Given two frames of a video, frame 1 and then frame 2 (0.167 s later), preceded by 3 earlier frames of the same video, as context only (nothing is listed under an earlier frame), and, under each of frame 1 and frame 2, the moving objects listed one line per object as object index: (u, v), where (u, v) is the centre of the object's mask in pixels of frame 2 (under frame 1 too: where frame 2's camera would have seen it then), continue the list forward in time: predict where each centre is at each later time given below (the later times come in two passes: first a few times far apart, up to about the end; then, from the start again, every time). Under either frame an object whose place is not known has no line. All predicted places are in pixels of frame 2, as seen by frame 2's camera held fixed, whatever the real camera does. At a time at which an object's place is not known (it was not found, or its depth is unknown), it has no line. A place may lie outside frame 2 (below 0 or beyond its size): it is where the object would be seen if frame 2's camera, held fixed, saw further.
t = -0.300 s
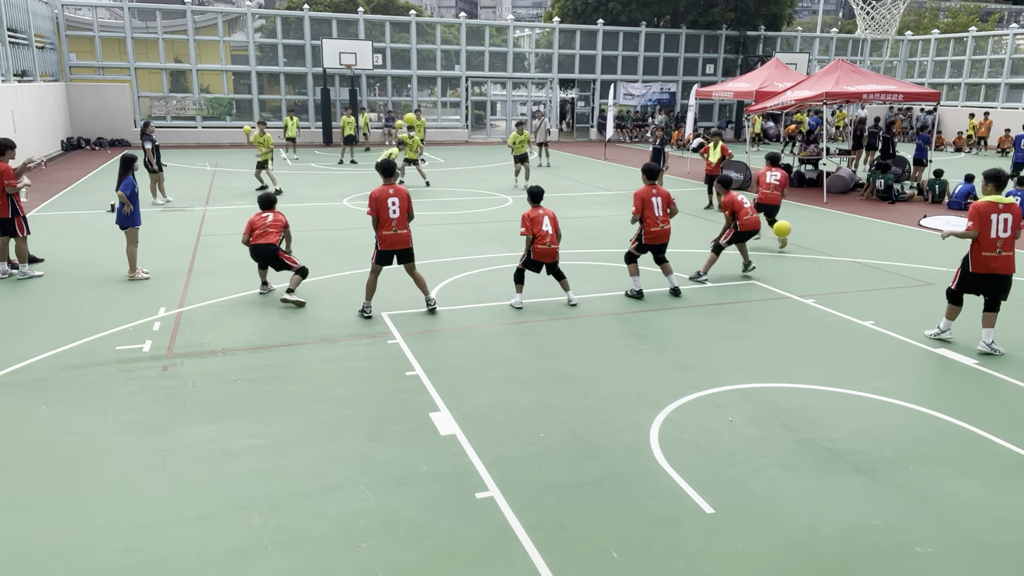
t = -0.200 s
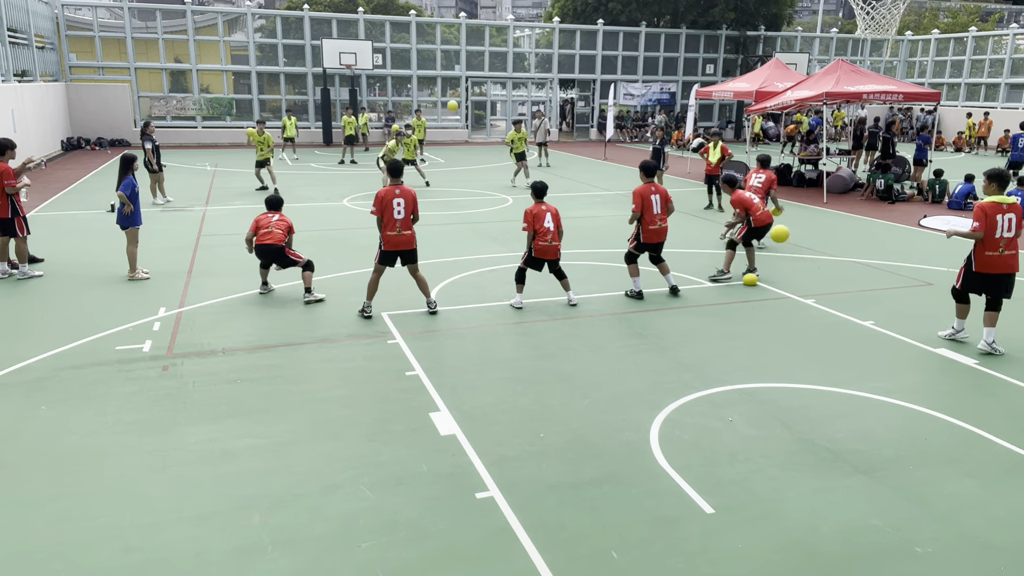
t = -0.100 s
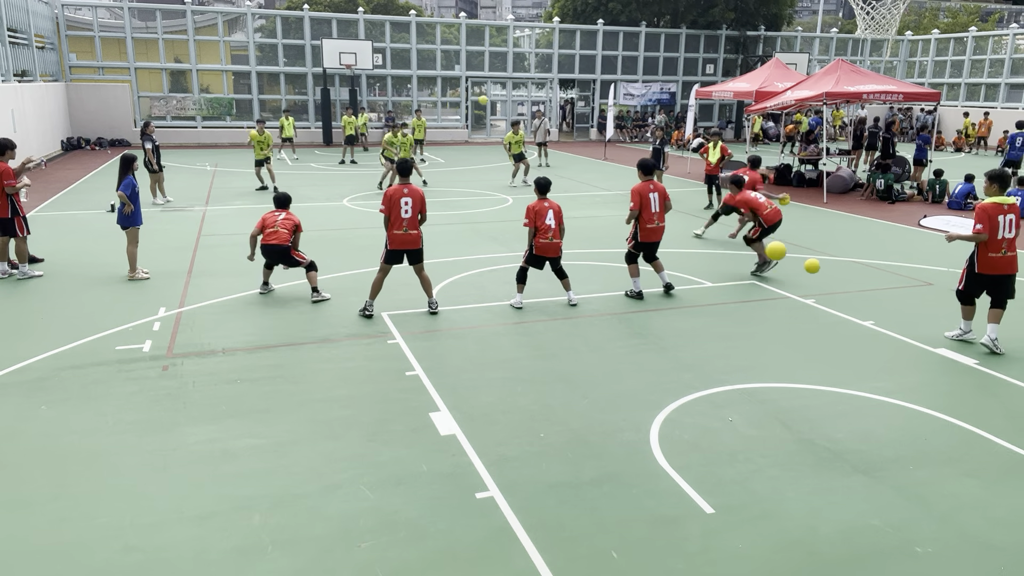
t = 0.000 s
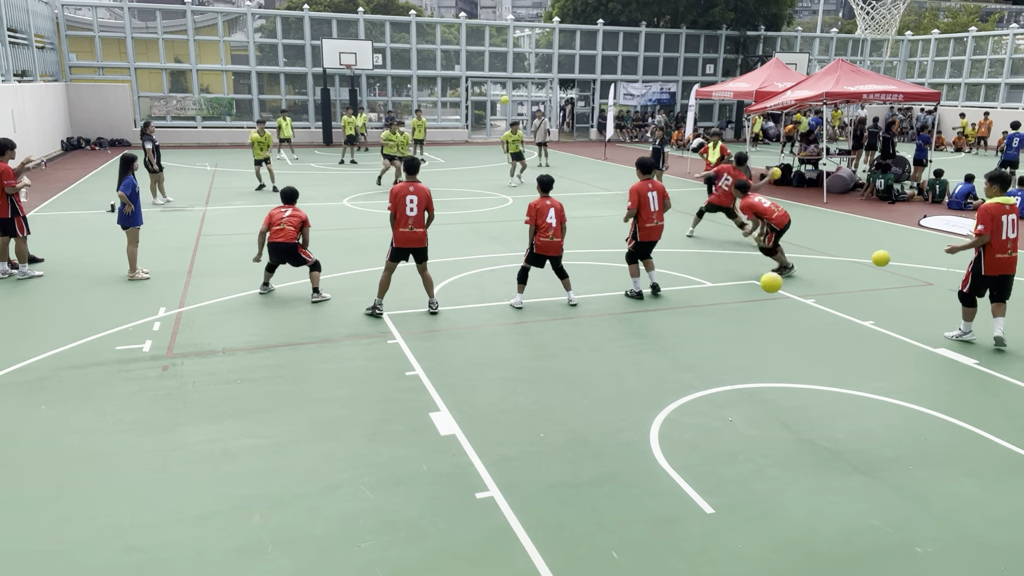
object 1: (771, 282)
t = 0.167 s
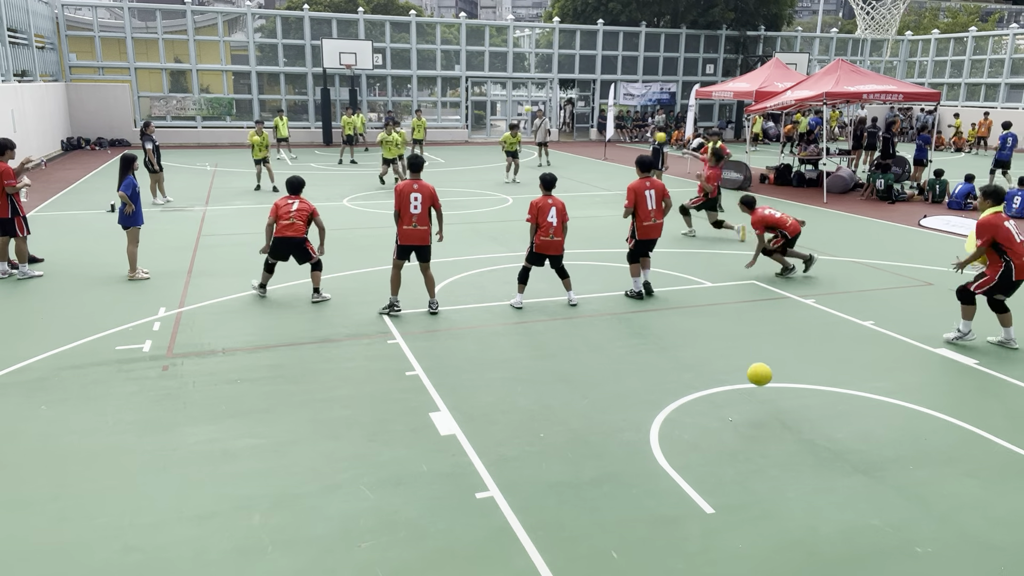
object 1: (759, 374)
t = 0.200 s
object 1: (756, 399)
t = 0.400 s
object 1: (762, 443)
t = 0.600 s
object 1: (771, 523)
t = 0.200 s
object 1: (756, 399)
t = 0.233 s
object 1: (753, 426)
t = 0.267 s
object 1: (754, 438)
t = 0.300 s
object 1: (756, 437)
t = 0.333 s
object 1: (758, 437)
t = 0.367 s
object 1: (760, 439)
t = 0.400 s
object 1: (762, 443)
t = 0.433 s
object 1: (763, 449)
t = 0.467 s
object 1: (765, 458)
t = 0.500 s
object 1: (767, 469)
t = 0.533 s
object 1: (768, 484)
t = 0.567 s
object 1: (770, 502)
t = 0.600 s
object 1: (771, 523)
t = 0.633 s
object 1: (772, 549)
